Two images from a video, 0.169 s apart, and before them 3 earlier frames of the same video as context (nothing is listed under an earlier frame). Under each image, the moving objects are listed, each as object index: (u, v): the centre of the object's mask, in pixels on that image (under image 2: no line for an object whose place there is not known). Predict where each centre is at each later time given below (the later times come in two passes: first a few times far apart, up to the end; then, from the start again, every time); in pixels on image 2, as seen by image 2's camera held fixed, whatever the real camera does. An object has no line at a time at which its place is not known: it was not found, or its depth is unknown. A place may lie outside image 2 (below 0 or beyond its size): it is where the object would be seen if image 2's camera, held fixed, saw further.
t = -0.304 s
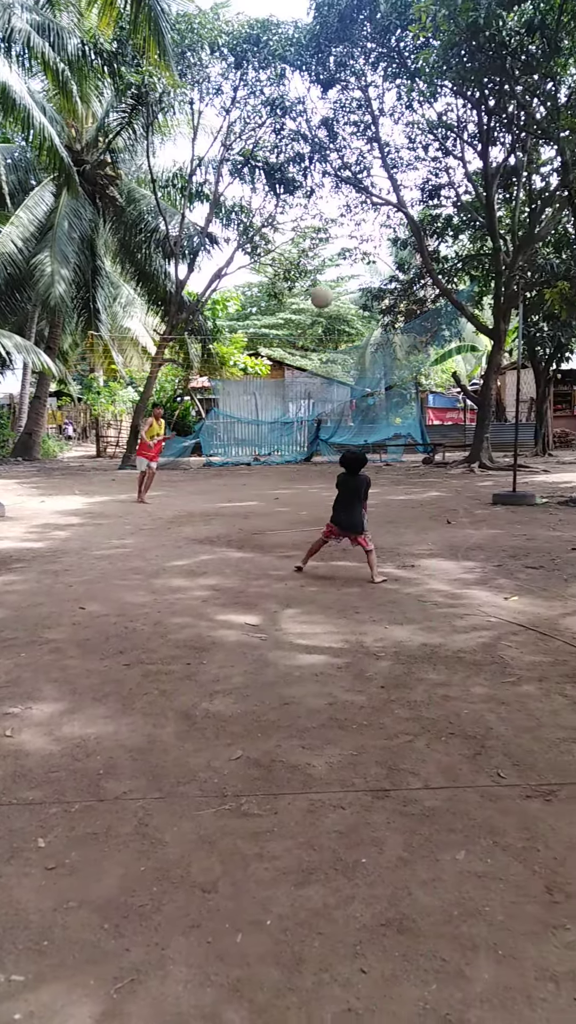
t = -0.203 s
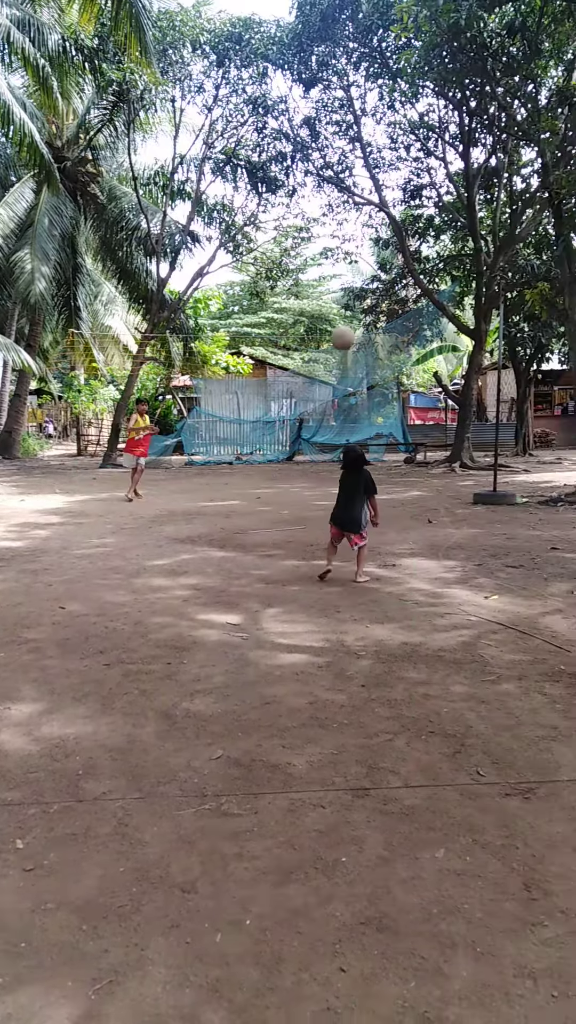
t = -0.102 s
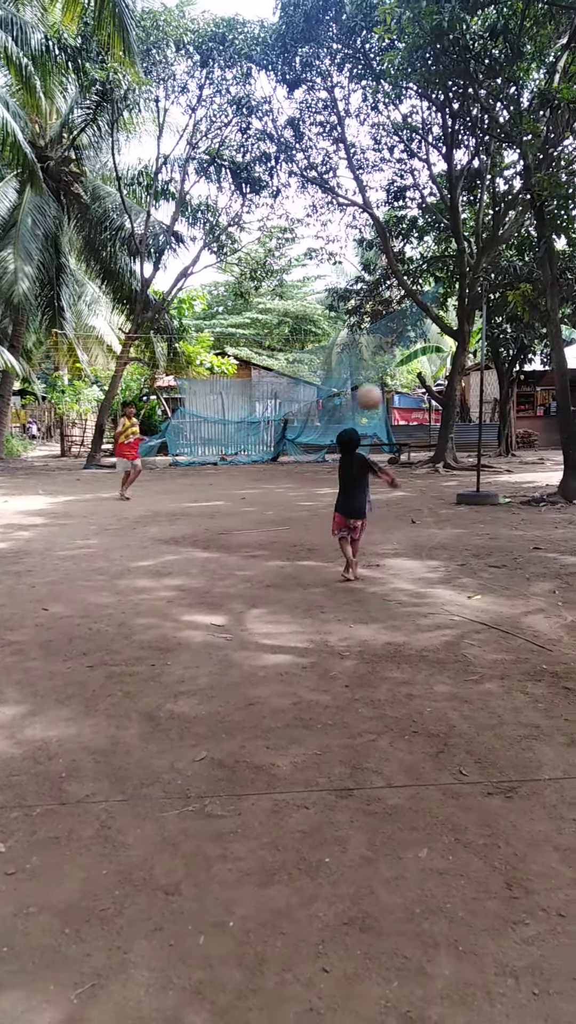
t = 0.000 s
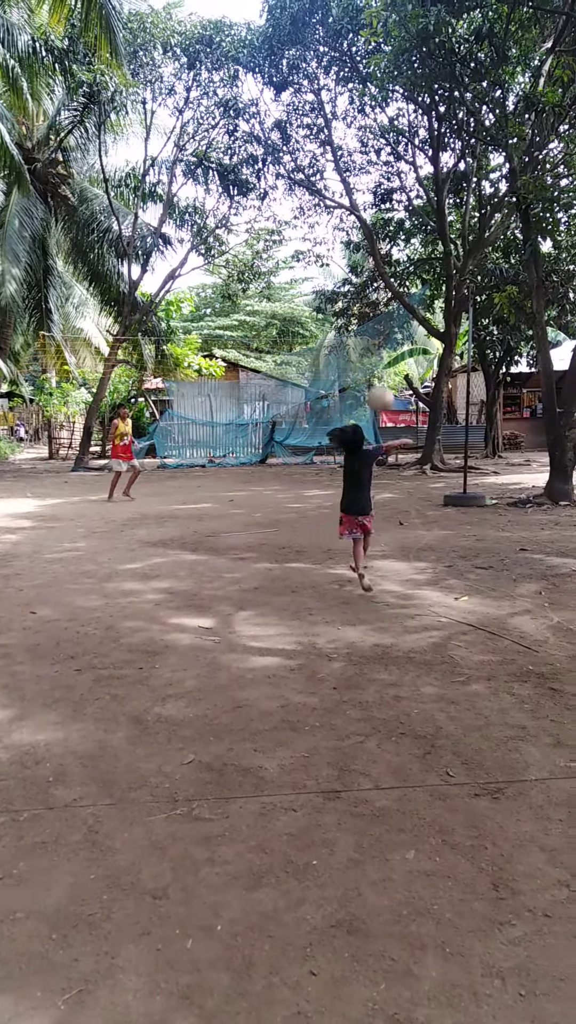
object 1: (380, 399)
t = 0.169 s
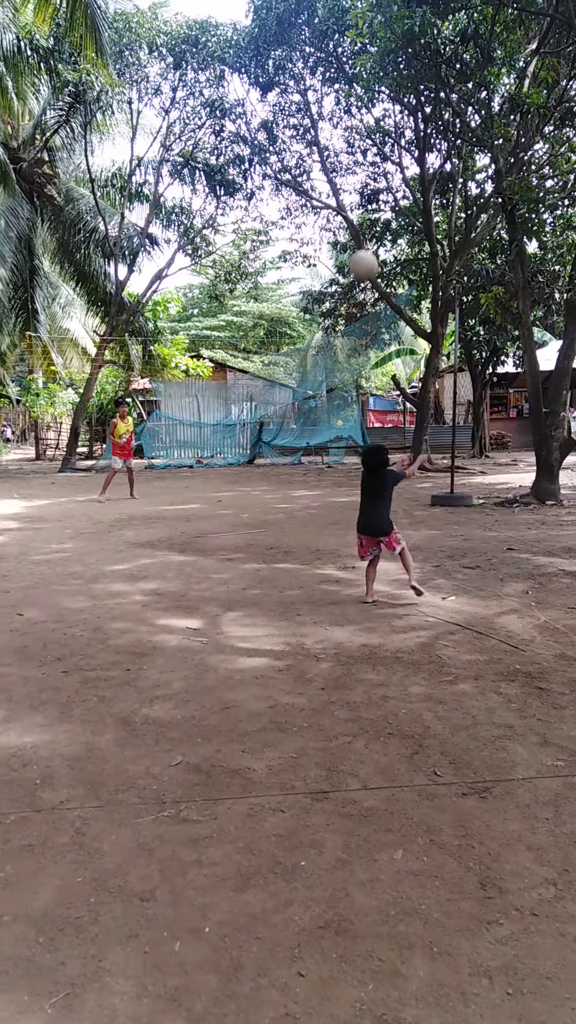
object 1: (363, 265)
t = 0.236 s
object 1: (362, 221)
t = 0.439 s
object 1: (356, 127)
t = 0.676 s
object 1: (350, 88)
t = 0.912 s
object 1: (344, 133)
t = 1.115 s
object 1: (342, 234)
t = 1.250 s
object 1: (341, 331)
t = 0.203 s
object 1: (363, 242)
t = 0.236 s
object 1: (362, 221)
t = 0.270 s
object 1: (361, 202)
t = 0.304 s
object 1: (360, 184)
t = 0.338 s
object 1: (359, 167)
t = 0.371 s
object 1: (357, 153)
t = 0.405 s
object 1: (357, 138)
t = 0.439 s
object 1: (356, 127)
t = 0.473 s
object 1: (355, 117)
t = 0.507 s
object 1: (355, 108)
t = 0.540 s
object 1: (354, 100)
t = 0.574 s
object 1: (352, 95)
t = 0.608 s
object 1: (352, 91)
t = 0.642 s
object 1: (352, 88)
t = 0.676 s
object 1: (350, 88)
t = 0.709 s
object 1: (349, 89)
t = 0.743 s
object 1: (349, 91)
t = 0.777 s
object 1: (348, 96)
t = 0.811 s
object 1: (346, 103)
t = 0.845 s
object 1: (347, 110)
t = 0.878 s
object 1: (345, 120)
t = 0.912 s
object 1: (344, 133)
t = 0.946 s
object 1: (343, 145)
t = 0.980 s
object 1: (343, 159)
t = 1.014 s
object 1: (342, 176)
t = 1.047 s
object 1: (342, 194)
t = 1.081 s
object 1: (342, 213)
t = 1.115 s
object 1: (342, 234)
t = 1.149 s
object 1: (342, 255)
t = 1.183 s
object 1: (341, 279)
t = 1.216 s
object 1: (341, 305)
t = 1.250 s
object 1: (341, 331)
